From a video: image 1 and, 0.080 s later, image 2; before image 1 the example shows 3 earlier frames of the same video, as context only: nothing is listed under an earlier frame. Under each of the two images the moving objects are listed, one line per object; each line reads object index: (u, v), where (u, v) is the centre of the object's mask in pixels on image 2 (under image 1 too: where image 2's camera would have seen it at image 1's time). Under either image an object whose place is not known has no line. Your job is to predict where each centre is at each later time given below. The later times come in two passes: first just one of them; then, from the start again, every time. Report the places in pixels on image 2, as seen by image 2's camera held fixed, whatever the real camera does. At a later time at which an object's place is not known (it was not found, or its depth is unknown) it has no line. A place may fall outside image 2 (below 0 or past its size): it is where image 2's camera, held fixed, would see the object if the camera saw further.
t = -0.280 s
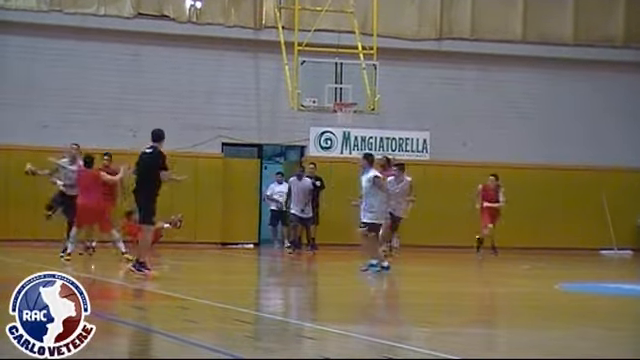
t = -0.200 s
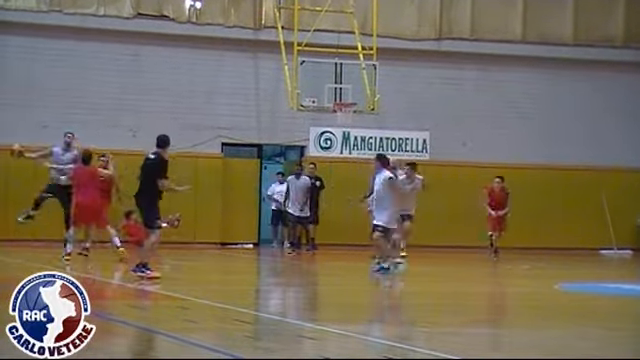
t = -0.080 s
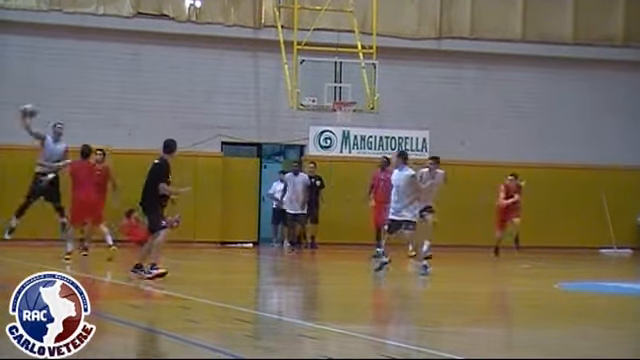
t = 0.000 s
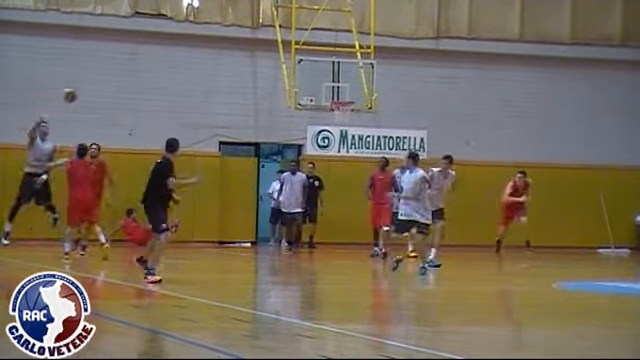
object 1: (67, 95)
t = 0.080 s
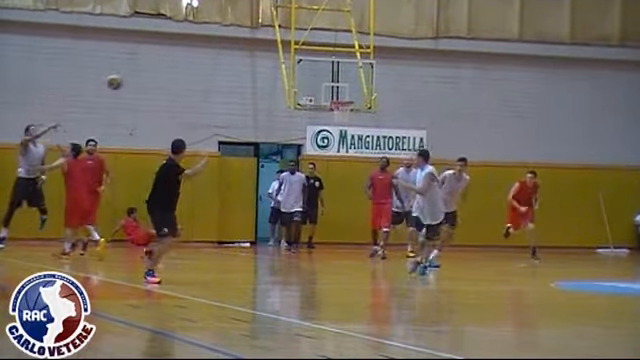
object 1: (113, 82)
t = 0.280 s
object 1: (230, 67)
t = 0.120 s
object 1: (136, 77)
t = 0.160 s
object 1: (158, 72)
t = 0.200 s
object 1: (182, 70)
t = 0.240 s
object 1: (206, 68)
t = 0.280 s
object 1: (230, 67)
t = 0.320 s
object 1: (255, 65)
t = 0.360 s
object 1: (281, 65)
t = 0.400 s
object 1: (305, 66)
